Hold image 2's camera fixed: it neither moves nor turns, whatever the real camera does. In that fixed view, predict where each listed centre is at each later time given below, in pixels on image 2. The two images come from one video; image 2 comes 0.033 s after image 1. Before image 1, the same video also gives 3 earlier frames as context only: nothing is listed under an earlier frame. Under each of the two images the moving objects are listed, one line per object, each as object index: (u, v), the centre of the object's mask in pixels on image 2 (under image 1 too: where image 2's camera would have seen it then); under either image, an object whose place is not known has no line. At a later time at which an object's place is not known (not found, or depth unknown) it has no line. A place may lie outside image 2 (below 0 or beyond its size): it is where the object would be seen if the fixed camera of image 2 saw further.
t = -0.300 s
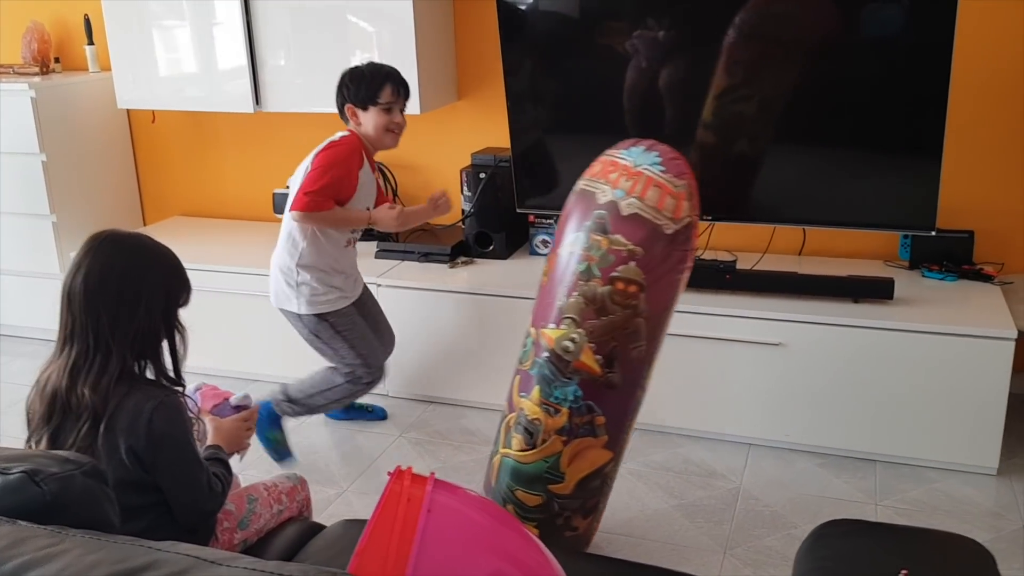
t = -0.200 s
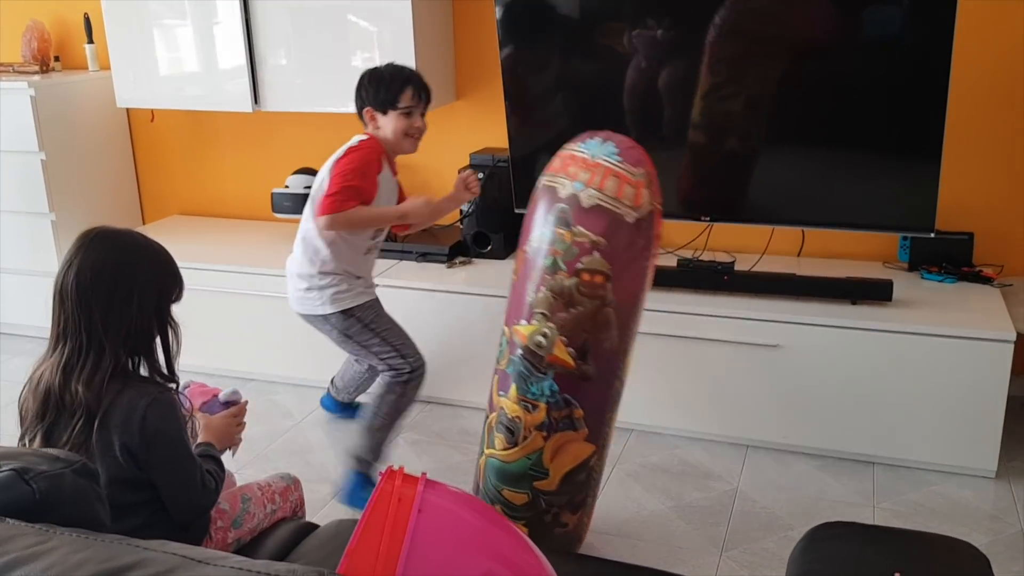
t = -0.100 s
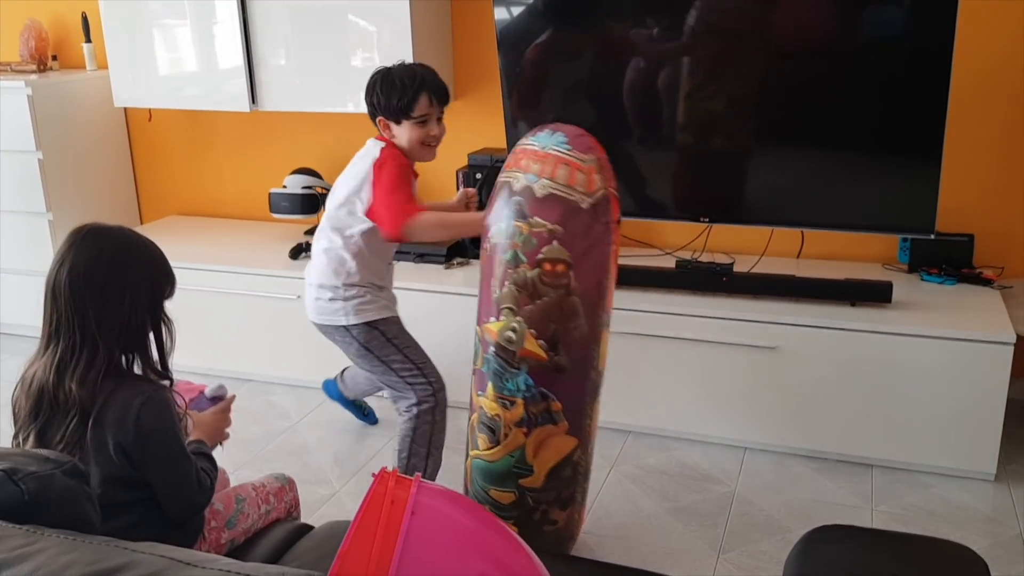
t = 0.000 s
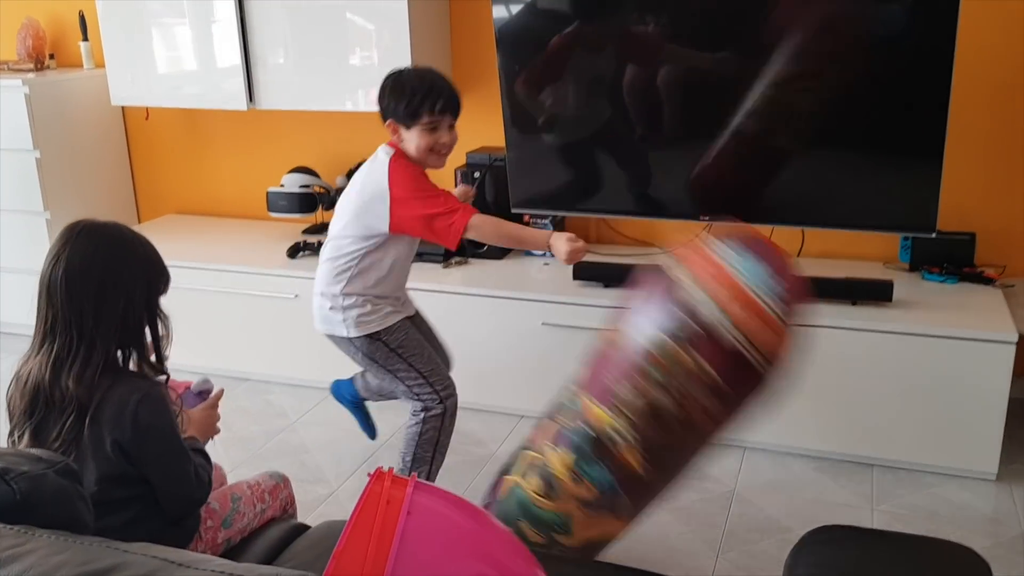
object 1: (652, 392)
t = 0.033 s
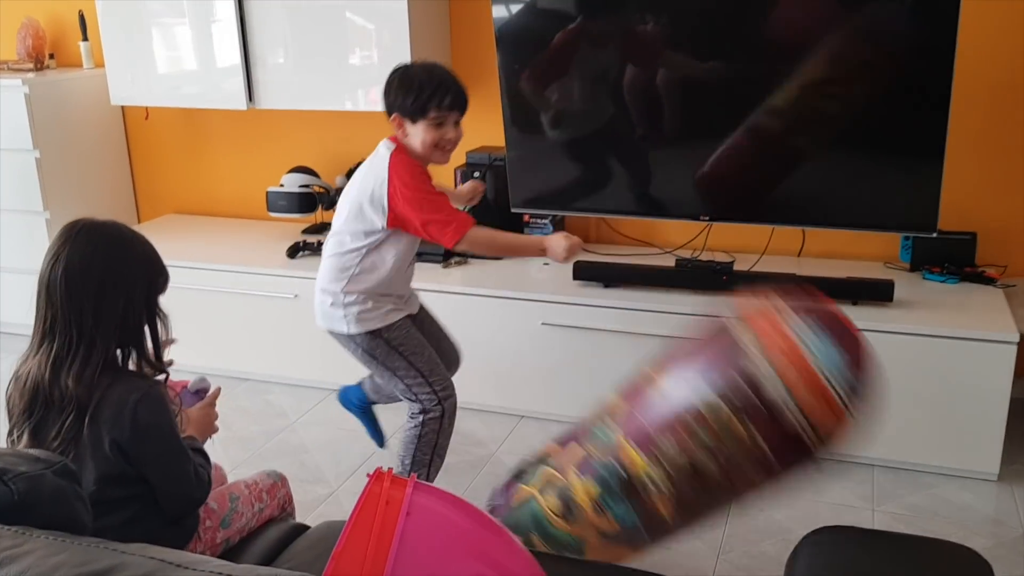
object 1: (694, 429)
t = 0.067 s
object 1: (730, 474)
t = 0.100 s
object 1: (720, 511)
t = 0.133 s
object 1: (658, 525)
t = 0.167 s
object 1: (640, 530)
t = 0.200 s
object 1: (633, 531)
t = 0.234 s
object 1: (641, 528)
